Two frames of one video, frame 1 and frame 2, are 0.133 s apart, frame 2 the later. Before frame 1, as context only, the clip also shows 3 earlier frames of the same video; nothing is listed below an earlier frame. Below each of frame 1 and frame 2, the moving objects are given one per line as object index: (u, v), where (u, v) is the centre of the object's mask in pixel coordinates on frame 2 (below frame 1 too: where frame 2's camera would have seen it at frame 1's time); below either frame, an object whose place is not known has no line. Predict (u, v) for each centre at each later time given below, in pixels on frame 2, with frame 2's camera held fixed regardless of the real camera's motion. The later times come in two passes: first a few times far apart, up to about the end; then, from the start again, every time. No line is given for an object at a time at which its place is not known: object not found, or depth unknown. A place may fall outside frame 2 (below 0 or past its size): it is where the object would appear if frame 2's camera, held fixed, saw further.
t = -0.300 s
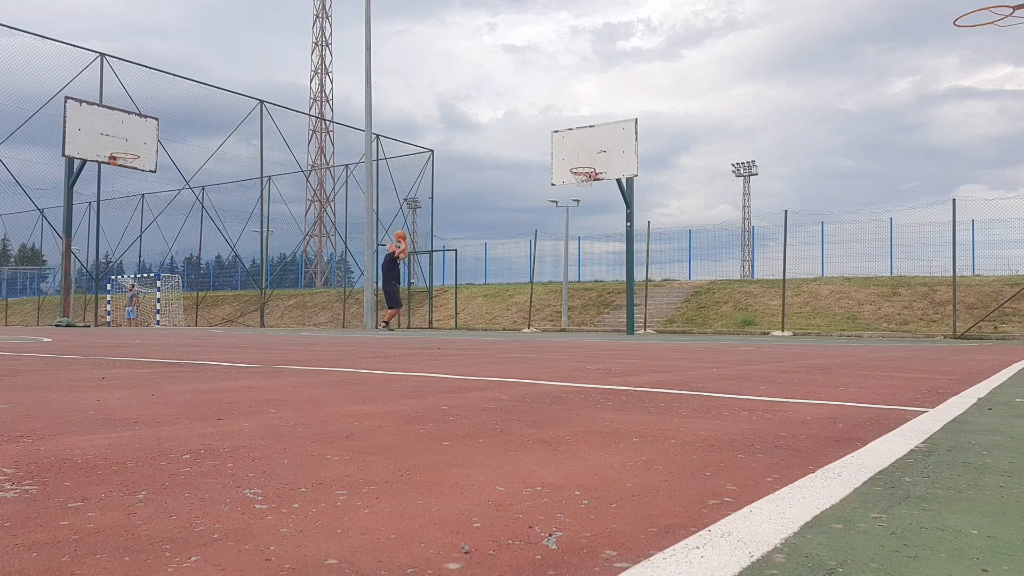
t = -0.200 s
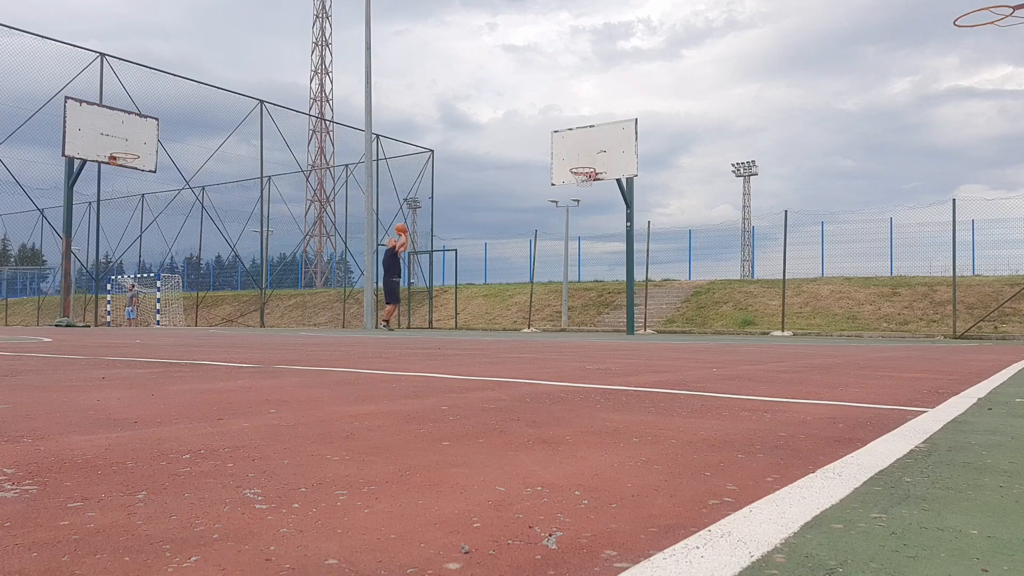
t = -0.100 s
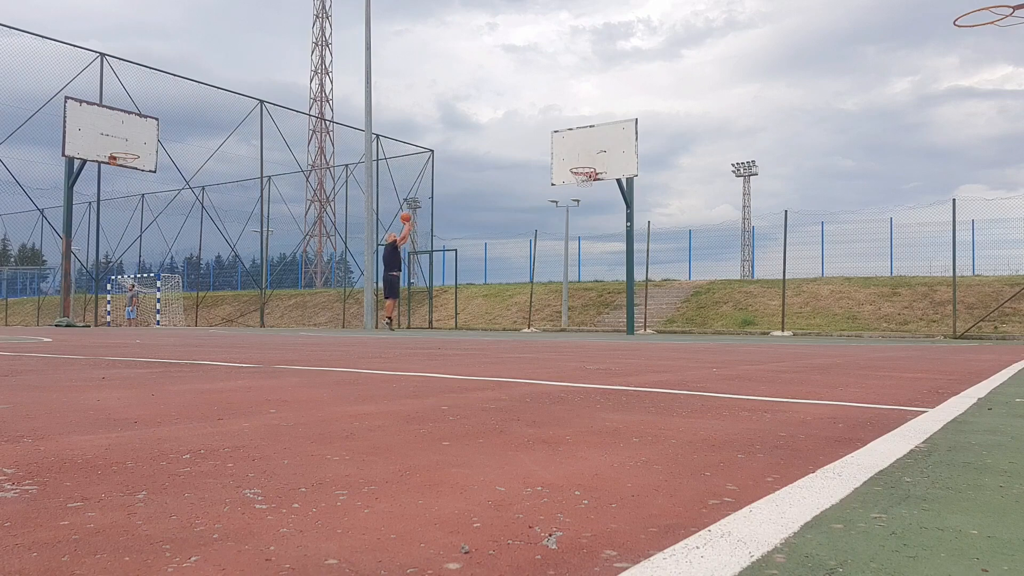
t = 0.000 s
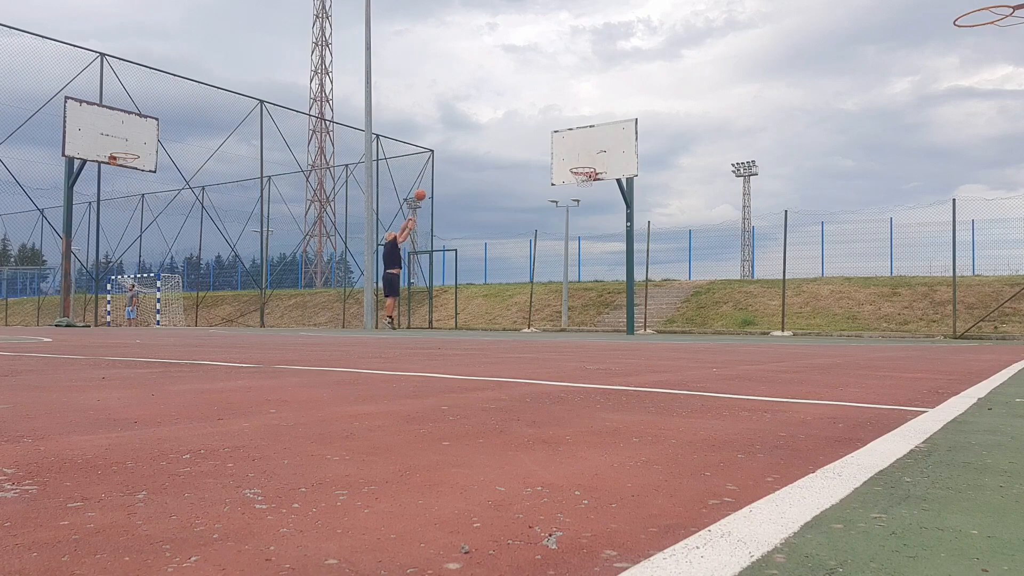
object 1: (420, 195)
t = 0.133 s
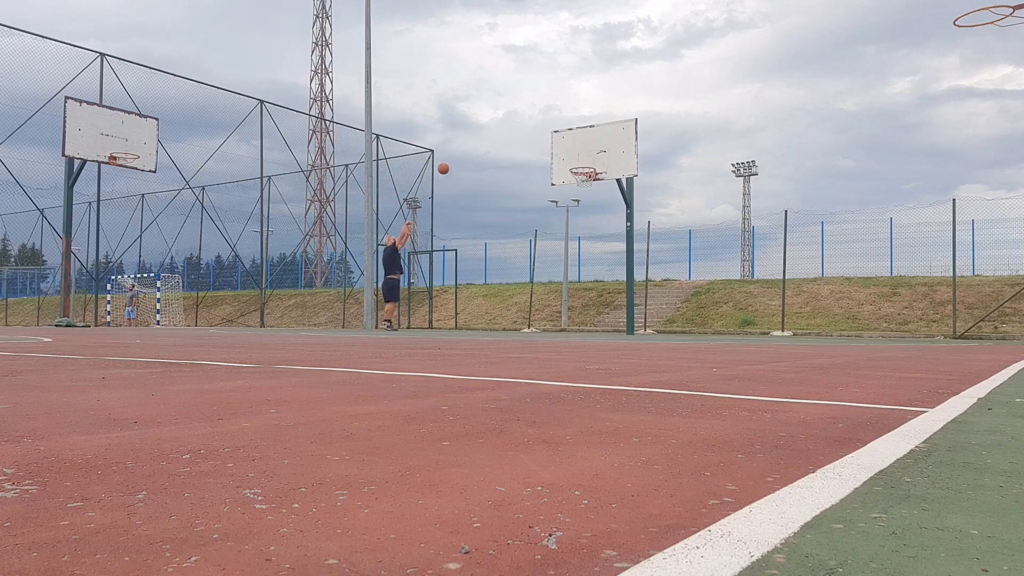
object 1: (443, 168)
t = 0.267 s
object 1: (467, 149)
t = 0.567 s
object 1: (524, 136)
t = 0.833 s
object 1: (580, 163)
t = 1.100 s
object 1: (600, 159)
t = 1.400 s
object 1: (595, 160)
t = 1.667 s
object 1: (598, 182)
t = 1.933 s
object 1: (601, 245)
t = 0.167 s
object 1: (449, 163)
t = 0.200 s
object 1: (455, 158)
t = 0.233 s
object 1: (461, 153)
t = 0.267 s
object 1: (467, 149)
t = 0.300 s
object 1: (473, 146)
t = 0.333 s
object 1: (479, 143)
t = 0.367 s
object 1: (486, 140)
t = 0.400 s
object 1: (492, 138)
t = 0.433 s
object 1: (498, 137)
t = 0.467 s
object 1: (505, 136)
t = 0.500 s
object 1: (511, 135)
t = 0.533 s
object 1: (518, 135)
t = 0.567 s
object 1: (524, 136)
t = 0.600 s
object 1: (531, 137)
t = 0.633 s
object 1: (538, 139)
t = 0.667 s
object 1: (545, 142)
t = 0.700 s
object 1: (552, 145)
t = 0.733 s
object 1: (558, 148)
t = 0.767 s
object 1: (565, 153)
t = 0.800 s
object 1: (573, 158)
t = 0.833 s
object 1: (580, 163)
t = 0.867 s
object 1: (584, 163)
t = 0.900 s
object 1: (589, 163)
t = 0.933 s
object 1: (592, 162)
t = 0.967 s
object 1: (595, 161)
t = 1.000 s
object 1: (598, 160)
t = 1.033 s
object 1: (601, 160)
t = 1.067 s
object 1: (602, 160)
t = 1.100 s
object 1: (600, 159)
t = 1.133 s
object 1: (598, 159)
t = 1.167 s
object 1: (597, 160)
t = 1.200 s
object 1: (595, 161)
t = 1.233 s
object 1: (595, 161)
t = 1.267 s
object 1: (594, 160)
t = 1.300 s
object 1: (594, 160)
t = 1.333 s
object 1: (594, 160)
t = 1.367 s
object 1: (595, 160)
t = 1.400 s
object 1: (595, 160)
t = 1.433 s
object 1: (595, 160)
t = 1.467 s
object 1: (596, 161)
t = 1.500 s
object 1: (596, 163)
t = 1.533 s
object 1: (596, 165)
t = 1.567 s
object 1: (597, 169)
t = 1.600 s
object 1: (597, 173)
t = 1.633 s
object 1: (597, 177)
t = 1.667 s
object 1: (598, 182)
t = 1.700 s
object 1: (598, 187)
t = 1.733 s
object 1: (599, 194)
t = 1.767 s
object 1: (599, 201)
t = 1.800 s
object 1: (600, 208)
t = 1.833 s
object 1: (600, 217)
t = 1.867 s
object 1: (600, 225)
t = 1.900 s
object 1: (601, 235)
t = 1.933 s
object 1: (601, 245)
